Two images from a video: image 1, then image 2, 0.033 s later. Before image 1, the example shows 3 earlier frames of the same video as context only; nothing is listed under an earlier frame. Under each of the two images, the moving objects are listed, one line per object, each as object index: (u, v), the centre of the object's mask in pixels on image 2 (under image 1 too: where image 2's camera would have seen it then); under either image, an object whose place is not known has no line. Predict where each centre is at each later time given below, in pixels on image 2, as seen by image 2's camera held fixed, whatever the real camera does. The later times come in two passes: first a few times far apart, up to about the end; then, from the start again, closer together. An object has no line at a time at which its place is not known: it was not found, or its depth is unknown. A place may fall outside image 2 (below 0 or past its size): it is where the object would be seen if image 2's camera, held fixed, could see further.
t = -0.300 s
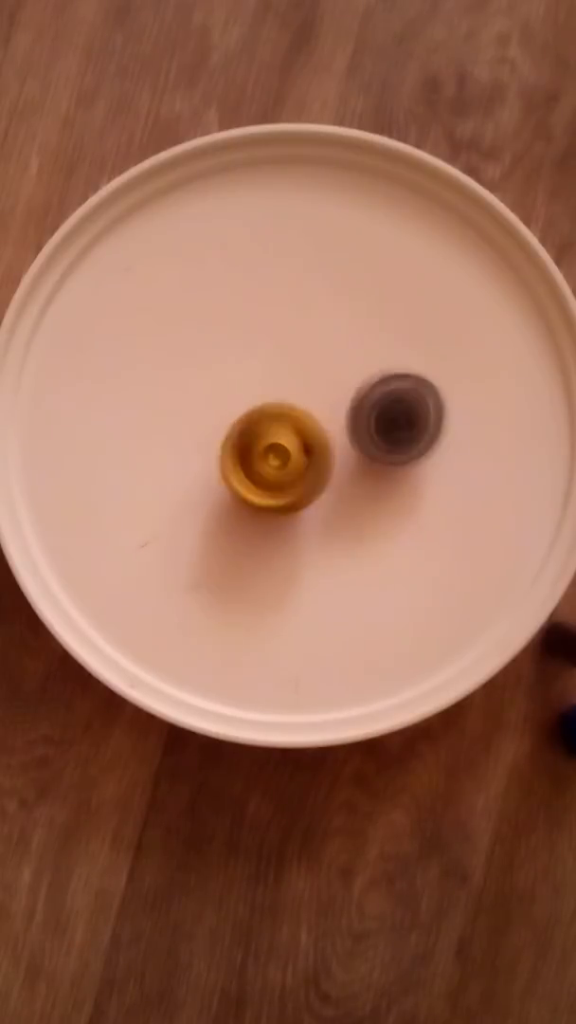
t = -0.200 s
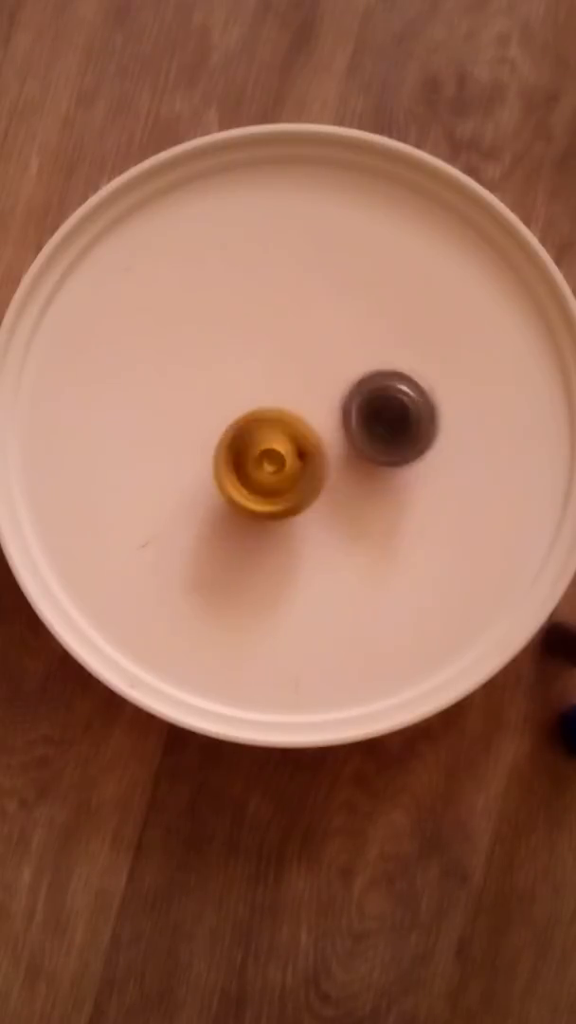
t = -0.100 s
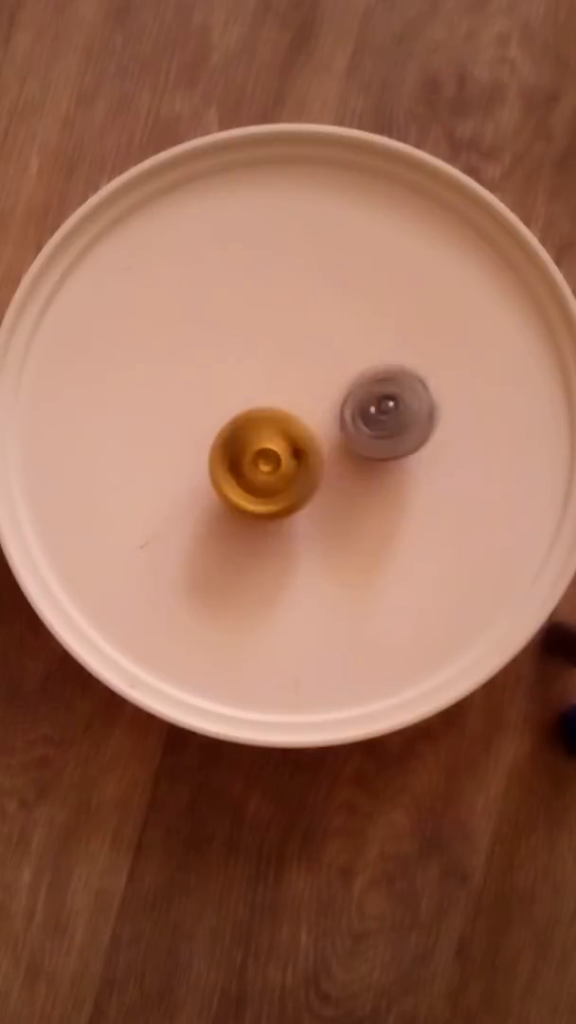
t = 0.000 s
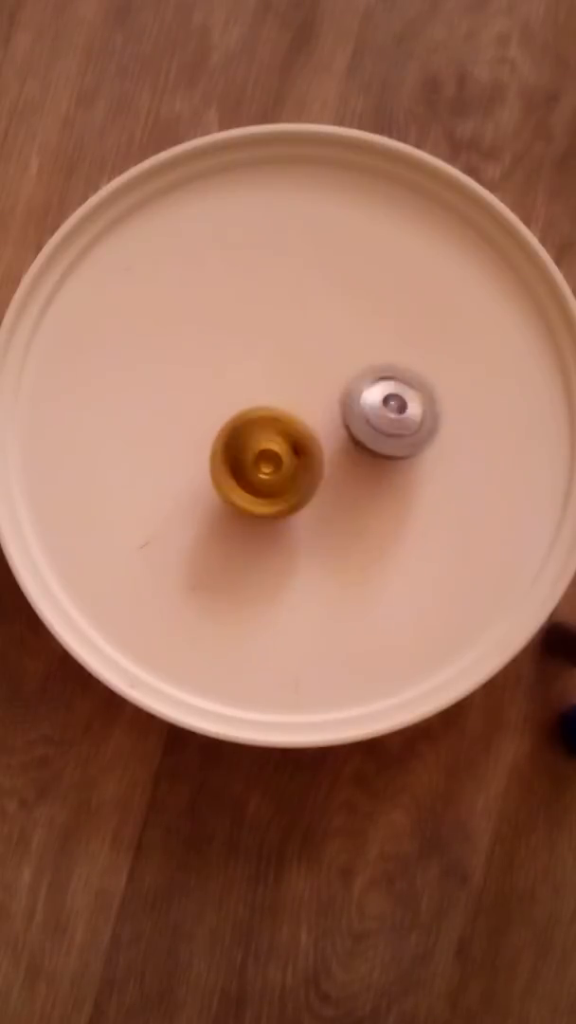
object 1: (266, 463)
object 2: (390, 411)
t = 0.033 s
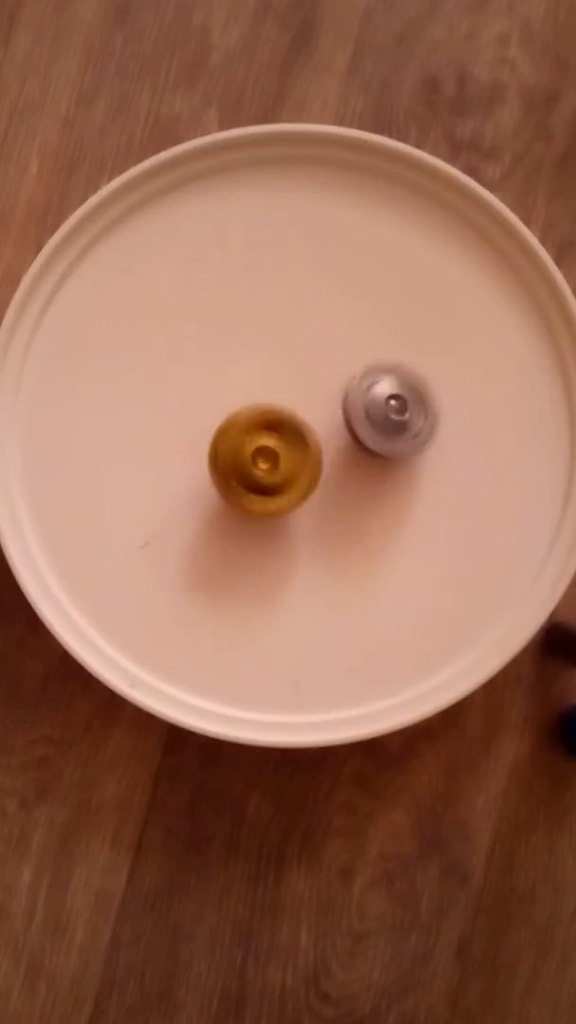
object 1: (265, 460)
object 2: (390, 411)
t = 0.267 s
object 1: (279, 459)
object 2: (380, 413)
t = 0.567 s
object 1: (289, 463)
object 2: (392, 422)
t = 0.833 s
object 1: (292, 481)
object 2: (386, 414)
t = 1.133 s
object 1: (285, 475)
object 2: (401, 433)
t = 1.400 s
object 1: (285, 473)
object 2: (390, 422)
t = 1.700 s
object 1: (277, 465)
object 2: (411, 434)
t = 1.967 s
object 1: (314, 441)
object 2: (404, 483)
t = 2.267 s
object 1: (321, 446)
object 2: (409, 493)
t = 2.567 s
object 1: (321, 445)
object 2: (409, 493)
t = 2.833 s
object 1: (321, 445)
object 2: (409, 493)
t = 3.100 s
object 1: (321, 445)
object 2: (409, 493)
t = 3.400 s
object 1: (321, 445)
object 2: (409, 493)
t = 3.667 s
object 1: (321, 445)
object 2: (409, 493)
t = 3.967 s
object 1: (321, 445)
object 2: (409, 493)
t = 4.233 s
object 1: (321, 445)
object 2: (409, 493)
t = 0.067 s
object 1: (267, 458)
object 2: (389, 412)
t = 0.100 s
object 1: (269, 458)
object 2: (388, 412)
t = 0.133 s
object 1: (271, 458)
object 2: (387, 413)
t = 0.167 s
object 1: (274, 458)
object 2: (387, 415)
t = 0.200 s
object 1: (275, 462)
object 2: (385, 417)
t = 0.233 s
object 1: (275, 461)
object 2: (384, 416)
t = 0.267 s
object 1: (279, 459)
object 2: (380, 413)
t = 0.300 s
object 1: (283, 462)
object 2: (379, 410)
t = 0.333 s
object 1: (285, 466)
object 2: (379, 409)
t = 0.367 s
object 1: (286, 467)
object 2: (379, 407)
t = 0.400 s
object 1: (285, 473)
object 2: (385, 407)
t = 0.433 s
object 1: (282, 473)
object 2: (395, 409)
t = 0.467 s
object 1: (279, 473)
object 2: (400, 415)
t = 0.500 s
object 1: (280, 467)
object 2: (400, 420)
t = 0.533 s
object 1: (283, 467)
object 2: (397, 422)
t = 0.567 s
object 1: (289, 463)
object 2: (392, 422)
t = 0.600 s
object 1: (294, 468)
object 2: (391, 418)
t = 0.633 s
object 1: (299, 473)
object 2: (389, 416)
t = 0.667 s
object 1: (300, 482)
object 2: (390, 412)
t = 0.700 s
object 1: (300, 487)
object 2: (392, 410)
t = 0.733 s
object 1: (295, 490)
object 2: (392, 409)
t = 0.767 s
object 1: (296, 487)
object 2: (391, 410)
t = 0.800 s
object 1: (296, 484)
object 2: (388, 412)
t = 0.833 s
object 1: (292, 481)
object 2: (386, 414)
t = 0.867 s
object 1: (291, 477)
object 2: (387, 418)
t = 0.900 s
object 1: (292, 475)
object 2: (389, 421)
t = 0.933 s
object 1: (292, 475)
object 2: (394, 422)
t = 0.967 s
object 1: (288, 476)
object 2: (398, 425)
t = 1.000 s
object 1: (288, 476)
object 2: (400, 426)
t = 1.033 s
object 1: (286, 477)
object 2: (403, 427)
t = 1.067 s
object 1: (287, 477)
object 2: (405, 429)
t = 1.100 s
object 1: (285, 474)
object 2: (402, 432)
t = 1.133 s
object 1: (285, 475)
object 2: (401, 433)
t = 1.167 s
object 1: (285, 471)
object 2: (396, 432)
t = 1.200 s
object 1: (286, 473)
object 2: (394, 432)
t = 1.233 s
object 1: (287, 471)
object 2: (390, 431)
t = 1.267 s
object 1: (286, 473)
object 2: (386, 430)
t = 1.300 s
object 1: (289, 471)
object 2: (383, 429)
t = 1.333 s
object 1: (289, 471)
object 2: (381, 427)
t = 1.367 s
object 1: (290, 471)
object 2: (384, 421)
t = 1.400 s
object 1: (285, 473)
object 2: (390, 422)
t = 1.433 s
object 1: (283, 475)
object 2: (395, 420)
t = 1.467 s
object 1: (282, 478)
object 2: (400, 414)
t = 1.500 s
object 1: (280, 477)
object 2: (405, 415)
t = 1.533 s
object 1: (279, 477)
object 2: (409, 416)
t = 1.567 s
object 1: (276, 476)
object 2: (412, 418)
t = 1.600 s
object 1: (275, 473)
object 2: (414, 423)
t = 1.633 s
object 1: (273, 472)
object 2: (413, 427)
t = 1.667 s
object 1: (274, 469)
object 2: (414, 429)
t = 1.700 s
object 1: (277, 465)
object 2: (411, 434)
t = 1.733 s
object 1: (278, 462)
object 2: (408, 439)
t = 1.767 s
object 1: (280, 459)
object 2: (405, 447)
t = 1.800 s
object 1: (287, 454)
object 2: (402, 454)
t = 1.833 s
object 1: (294, 450)
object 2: (400, 460)
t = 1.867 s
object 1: (300, 448)
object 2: (399, 468)
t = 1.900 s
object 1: (304, 444)
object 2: (401, 474)
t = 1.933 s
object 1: (308, 441)
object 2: (402, 479)
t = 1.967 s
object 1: (314, 441)
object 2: (404, 483)
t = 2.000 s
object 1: (318, 441)
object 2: (406, 488)
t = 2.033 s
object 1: (319, 441)
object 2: (408, 492)
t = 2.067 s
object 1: (321, 444)
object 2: (409, 494)
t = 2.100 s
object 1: (323, 447)
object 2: (410, 494)
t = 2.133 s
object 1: (323, 447)
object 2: (410, 493)
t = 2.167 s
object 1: (323, 447)
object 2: (410, 493)
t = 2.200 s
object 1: (323, 447)
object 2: (410, 493)
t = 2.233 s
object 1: (322, 447)
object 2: (410, 493)
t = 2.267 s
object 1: (321, 446)
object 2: (409, 493)
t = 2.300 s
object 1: (322, 446)
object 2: (409, 493)
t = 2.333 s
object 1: (321, 446)
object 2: (409, 493)
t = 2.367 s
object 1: (322, 446)
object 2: (409, 493)
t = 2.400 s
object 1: (321, 446)
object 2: (409, 493)
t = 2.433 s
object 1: (321, 446)
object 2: (409, 493)
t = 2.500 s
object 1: (321, 445)
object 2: (409, 493)
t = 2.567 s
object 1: (321, 445)
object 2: (409, 493)
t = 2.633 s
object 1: (321, 445)
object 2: (409, 493)
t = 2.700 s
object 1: (321, 445)
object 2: (409, 493)
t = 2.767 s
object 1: (321, 445)
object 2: (409, 493)
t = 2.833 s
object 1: (321, 445)
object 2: (409, 493)
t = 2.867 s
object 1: (321, 445)
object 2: (409, 493)
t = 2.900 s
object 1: (321, 445)
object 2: (409, 493)
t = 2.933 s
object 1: (321, 445)
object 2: (409, 493)
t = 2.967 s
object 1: (321, 445)
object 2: (409, 493)
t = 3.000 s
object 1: (321, 445)
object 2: (409, 493)
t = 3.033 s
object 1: (321, 445)
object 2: (409, 493)
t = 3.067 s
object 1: (321, 445)
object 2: (409, 493)
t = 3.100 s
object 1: (321, 445)
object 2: (409, 493)
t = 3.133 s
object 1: (321, 445)
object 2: (409, 493)
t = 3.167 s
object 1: (321, 445)
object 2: (409, 493)
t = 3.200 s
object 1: (321, 445)
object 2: (409, 493)
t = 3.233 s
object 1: (321, 445)
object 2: (409, 493)
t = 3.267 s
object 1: (321, 445)
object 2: (409, 493)
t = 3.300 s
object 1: (321, 445)
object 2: (409, 493)
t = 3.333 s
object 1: (321, 445)
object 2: (409, 493)
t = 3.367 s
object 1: (321, 445)
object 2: (409, 493)
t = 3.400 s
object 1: (321, 445)
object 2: (409, 493)
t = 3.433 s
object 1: (321, 445)
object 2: (409, 493)
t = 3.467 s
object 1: (321, 445)
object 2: (409, 493)
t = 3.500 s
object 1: (321, 445)
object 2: (409, 493)
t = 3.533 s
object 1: (321, 445)
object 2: (409, 493)
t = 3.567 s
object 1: (321, 445)
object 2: (409, 493)
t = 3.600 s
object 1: (321, 445)
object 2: (409, 493)
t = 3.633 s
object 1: (321, 445)
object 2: (409, 493)
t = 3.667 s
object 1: (321, 445)
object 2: (409, 493)
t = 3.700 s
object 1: (321, 445)
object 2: (409, 493)
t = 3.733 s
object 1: (321, 445)
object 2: (409, 493)
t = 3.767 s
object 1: (321, 445)
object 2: (409, 493)
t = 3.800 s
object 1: (321, 445)
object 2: (409, 493)
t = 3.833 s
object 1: (321, 445)
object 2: (409, 493)
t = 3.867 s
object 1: (321, 445)
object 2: (409, 493)
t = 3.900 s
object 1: (321, 445)
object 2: (409, 493)
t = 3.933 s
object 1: (321, 445)
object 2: (409, 493)
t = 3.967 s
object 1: (321, 445)
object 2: (409, 493)
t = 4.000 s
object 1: (321, 445)
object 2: (409, 493)
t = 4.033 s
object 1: (321, 445)
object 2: (409, 493)
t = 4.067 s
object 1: (321, 445)
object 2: (409, 493)
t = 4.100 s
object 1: (321, 445)
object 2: (409, 493)
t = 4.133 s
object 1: (321, 445)
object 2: (409, 493)
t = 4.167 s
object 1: (321, 445)
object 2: (409, 493)
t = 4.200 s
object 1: (321, 445)
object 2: (409, 493)
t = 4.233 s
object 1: (321, 445)
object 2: (409, 493)
